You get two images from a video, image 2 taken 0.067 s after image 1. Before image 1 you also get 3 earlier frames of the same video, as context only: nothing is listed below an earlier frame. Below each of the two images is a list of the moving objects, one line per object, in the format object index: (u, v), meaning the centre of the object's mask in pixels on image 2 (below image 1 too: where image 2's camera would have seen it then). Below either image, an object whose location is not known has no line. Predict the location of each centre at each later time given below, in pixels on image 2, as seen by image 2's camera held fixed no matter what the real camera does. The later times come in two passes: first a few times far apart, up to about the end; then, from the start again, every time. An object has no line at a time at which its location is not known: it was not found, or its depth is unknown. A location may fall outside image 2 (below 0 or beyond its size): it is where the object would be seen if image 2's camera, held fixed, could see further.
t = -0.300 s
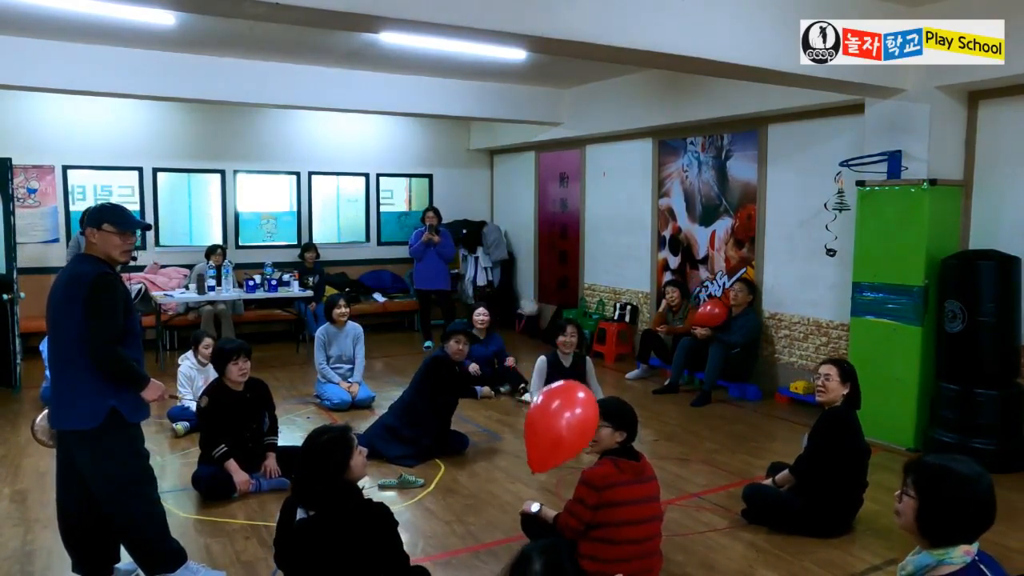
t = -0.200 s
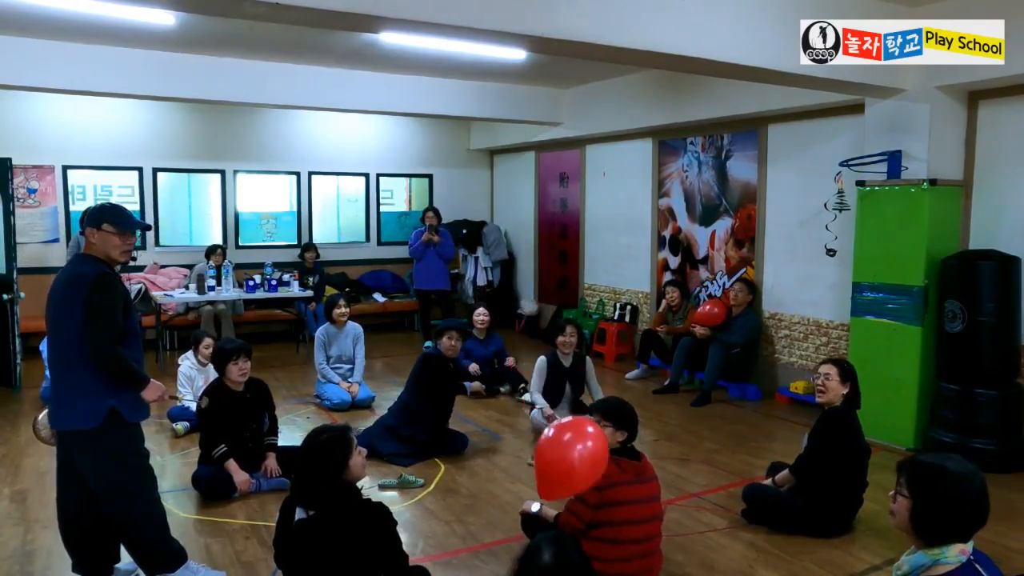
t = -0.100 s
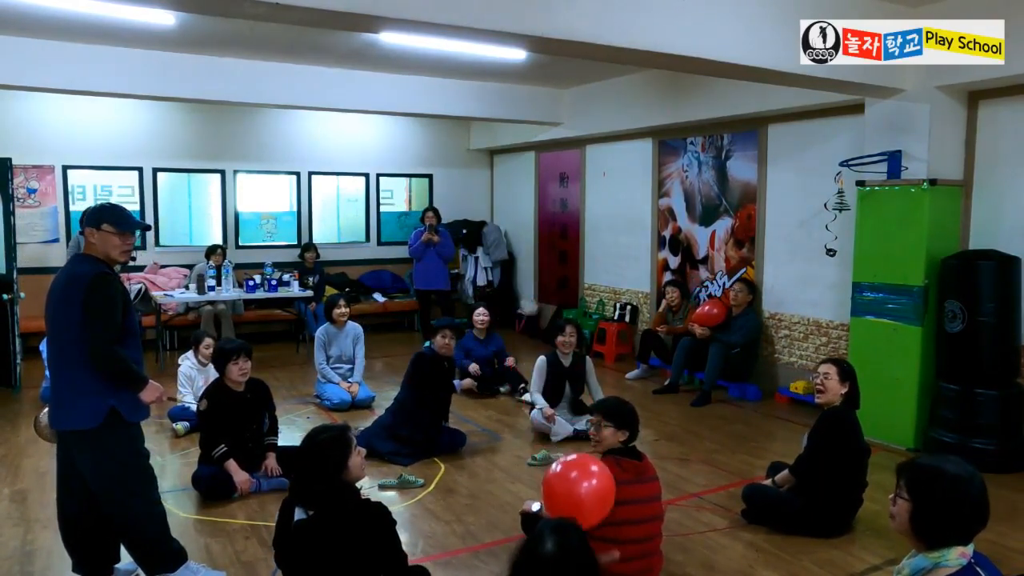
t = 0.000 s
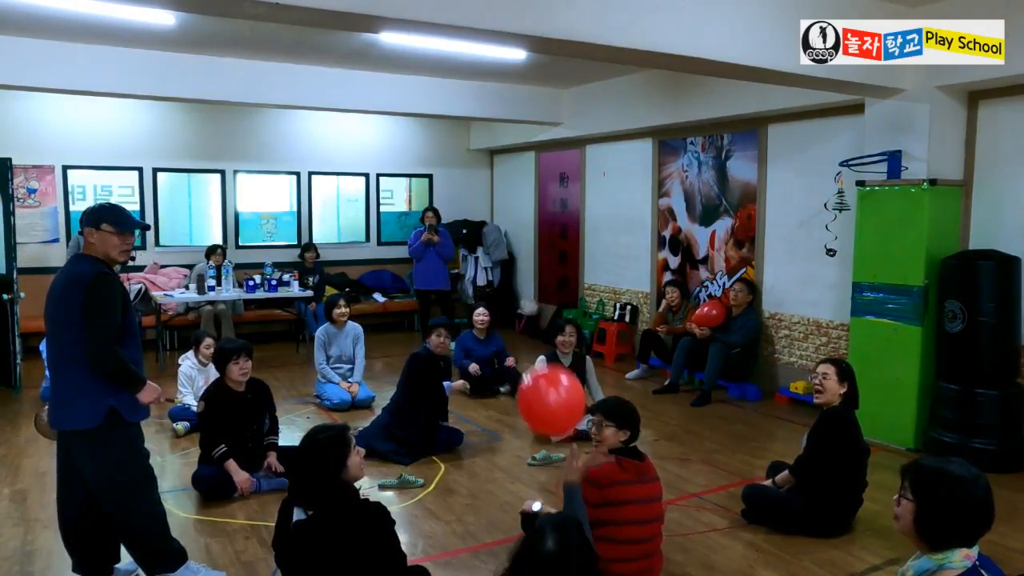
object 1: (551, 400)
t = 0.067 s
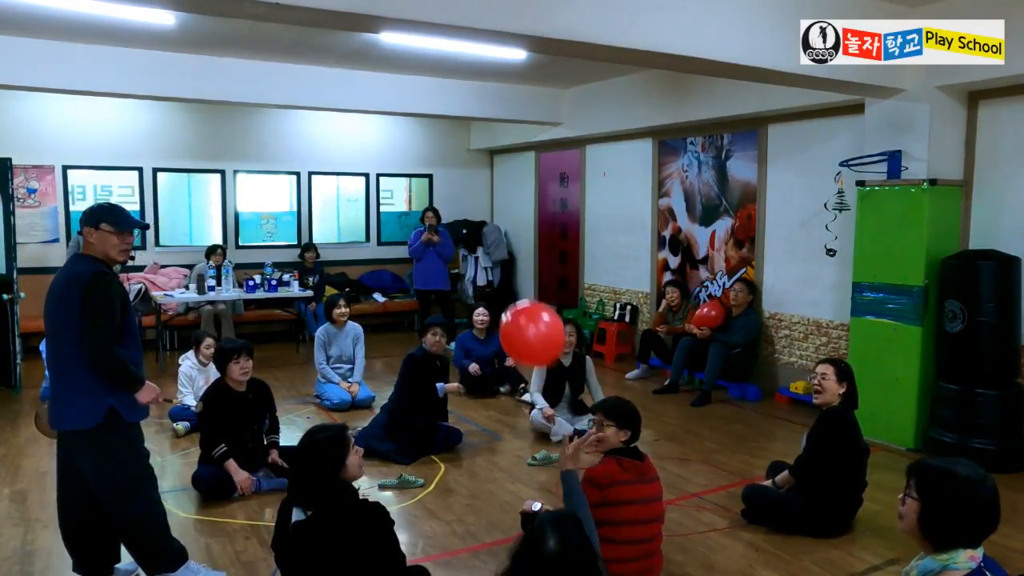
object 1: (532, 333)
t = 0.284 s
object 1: (493, 237)
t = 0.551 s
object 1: (474, 204)
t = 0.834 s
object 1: (469, 204)
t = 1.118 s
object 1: (468, 205)
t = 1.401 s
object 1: (466, 215)
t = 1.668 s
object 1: (469, 245)
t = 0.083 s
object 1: (528, 321)
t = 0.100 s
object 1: (524, 309)
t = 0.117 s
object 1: (521, 299)
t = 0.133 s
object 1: (517, 289)
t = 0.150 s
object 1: (514, 281)
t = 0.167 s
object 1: (510, 273)
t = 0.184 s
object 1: (507, 266)
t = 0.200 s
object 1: (504, 260)
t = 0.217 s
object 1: (502, 255)
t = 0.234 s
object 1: (499, 250)
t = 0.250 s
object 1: (497, 245)
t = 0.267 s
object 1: (495, 241)
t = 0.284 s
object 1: (493, 237)
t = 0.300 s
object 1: (491, 233)
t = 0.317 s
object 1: (490, 230)
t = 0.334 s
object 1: (488, 226)
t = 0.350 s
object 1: (487, 223)
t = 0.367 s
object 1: (485, 221)
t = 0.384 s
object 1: (484, 218)
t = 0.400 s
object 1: (483, 216)
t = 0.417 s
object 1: (482, 213)
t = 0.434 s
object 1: (481, 211)
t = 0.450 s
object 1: (479, 210)
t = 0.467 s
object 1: (478, 208)
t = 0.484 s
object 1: (477, 207)
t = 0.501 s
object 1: (476, 206)
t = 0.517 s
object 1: (475, 205)
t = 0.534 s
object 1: (474, 204)
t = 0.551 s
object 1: (474, 204)
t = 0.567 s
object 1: (473, 203)
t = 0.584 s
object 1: (472, 203)
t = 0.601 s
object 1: (471, 203)
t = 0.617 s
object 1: (471, 202)
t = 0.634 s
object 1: (470, 203)
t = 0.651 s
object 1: (470, 203)
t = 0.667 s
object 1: (469, 203)
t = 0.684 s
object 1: (469, 203)
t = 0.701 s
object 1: (469, 203)
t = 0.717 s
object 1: (469, 203)
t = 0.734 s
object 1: (468, 203)
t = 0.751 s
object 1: (469, 204)
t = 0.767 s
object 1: (469, 204)
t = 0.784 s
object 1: (469, 204)
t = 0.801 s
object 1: (469, 204)
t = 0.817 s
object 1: (469, 204)
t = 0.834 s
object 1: (469, 204)
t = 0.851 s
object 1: (469, 204)
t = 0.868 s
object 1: (469, 204)
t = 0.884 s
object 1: (469, 204)
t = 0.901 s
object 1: (469, 204)
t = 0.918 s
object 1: (469, 205)
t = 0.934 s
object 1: (469, 205)
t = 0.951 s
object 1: (469, 205)
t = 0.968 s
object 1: (469, 205)
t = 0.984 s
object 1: (469, 205)
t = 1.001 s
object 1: (469, 205)
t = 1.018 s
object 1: (469, 205)
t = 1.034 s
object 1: (469, 205)
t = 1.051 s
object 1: (468, 205)
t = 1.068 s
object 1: (468, 205)
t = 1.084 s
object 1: (468, 205)
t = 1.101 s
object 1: (468, 205)
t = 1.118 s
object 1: (468, 205)
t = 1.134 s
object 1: (468, 205)
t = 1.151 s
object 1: (467, 205)
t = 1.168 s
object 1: (467, 205)
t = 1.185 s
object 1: (467, 205)
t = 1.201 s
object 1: (467, 205)
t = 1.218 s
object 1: (467, 206)
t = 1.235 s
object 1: (467, 206)
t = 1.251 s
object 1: (467, 207)
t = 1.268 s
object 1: (466, 207)
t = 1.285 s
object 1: (467, 208)
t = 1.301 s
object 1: (466, 209)
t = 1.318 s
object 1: (466, 209)
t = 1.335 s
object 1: (466, 210)
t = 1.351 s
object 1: (466, 211)
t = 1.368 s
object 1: (466, 212)
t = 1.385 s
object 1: (466, 214)
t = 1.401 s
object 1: (466, 215)
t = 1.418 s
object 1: (466, 216)
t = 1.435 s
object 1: (466, 217)
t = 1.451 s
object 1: (466, 219)
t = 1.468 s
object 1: (467, 220)
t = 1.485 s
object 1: (467, 222)
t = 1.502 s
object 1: (467, 224)
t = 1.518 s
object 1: (467, 226)
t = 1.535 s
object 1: (467, 227)
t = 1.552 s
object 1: (468, 230)
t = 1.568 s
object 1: (468, 232)
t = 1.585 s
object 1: (468, 234)
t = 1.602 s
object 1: (468, 236)
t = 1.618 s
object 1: (468, 238)
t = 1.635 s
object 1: (469, 240)
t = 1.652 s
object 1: (469, 243)
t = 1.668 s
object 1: (469, 245)
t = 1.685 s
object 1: (470, 247)
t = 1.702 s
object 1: (470, 250)
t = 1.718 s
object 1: (470, 253)
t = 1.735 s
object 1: (471, 256)
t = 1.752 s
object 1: (471, 258)
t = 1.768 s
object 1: (471, 261)
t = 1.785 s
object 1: (472, 264)
